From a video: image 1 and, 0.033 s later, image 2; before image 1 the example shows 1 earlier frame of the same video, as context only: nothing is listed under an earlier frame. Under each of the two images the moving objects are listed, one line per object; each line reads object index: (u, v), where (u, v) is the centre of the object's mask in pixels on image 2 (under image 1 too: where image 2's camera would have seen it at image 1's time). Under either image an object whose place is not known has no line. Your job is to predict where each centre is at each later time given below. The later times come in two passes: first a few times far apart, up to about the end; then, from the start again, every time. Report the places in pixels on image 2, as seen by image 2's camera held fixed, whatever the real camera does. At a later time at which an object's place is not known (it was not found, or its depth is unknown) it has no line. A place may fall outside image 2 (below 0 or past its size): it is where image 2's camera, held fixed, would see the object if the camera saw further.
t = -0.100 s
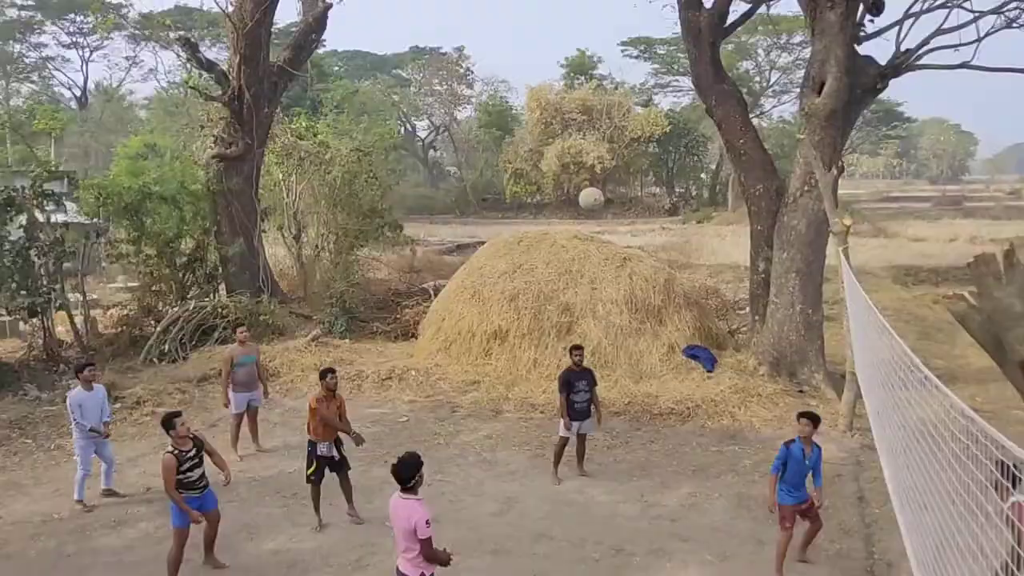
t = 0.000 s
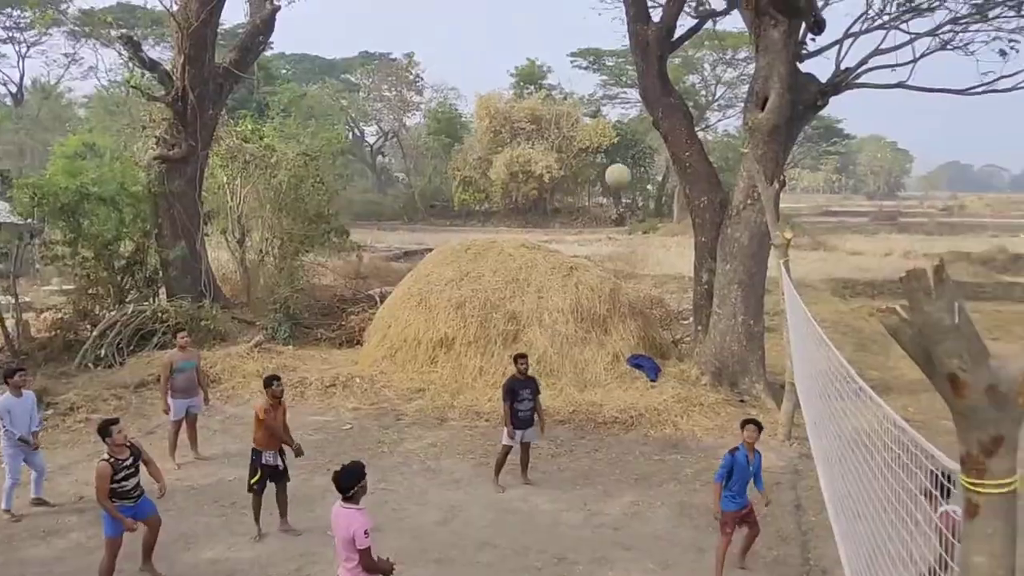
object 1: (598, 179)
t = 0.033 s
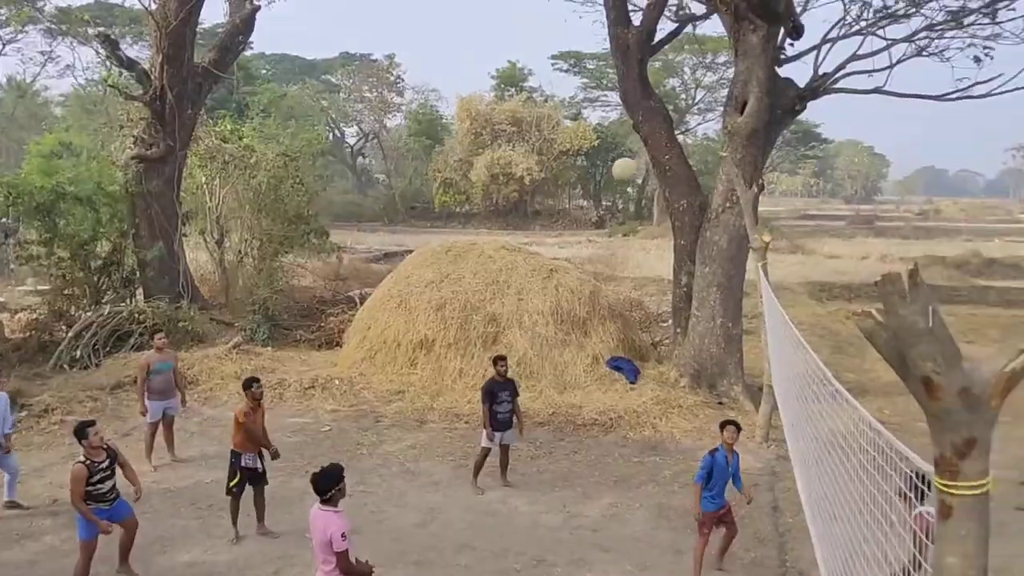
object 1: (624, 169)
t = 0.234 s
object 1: (794, 142)
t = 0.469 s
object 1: (1011, 173)
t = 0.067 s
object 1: (653, 163)
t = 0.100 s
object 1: (680, 155)
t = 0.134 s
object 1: (708, 149)
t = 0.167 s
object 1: (737, 145)
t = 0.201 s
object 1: (766, 143)
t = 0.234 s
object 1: (794, 142)
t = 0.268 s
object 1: (824, 143)
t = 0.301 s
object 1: (854, 144)
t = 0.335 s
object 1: (885, 147)
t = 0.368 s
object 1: (917, 151)
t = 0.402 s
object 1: (949, 157)
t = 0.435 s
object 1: (981, 164)
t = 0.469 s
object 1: (1011, 173)
